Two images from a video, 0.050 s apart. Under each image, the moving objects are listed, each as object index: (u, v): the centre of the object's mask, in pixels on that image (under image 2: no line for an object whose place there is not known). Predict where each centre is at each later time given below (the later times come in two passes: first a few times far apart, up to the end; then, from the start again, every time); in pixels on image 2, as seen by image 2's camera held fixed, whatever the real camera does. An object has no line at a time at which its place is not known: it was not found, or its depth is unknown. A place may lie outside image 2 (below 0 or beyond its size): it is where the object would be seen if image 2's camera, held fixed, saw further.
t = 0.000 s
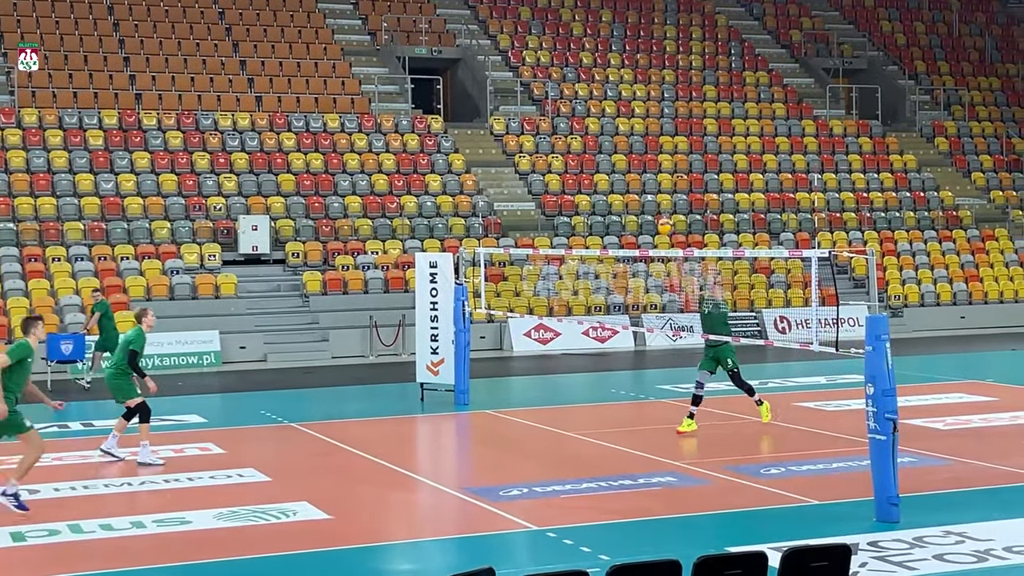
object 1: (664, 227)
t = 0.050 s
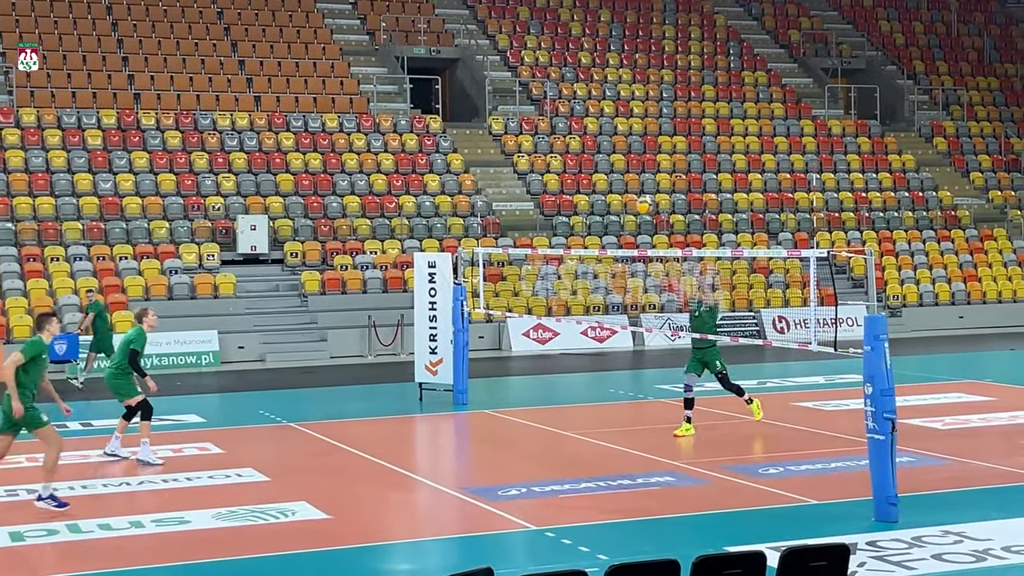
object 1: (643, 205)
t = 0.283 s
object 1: (546, 129)
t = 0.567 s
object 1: (423, 88)
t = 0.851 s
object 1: (291, 112)
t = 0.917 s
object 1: (258, 128)
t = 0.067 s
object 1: (636, 198)
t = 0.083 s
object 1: (630, 192)
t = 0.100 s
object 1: (622, 186)
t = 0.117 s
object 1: (616, 180)
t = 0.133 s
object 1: (609, 174)
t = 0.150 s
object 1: (602, 168)
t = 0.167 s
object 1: (596, 163)
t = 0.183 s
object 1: (588, 158)
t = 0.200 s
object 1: (581, 150)
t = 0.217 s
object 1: (575, 146)
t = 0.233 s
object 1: (568, 142)
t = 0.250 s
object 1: (560, 137)
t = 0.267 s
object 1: (553, 132)
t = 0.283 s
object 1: (546, 129)
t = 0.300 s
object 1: (540, 125)
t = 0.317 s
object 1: (532, 121)
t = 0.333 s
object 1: (526, 119)
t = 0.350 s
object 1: (518, 113)
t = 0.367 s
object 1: (510, 110)
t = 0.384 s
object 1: (503, 107)
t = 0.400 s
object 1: (496, 105)
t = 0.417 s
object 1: (489, 102)
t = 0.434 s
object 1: (482, 100)
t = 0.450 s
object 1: (474, 97)
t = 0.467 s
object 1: (467, 95)
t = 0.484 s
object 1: (460, 93)
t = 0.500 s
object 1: (452, 92)
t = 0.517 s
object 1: (445, 90)
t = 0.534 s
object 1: (438, 89)
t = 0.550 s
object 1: (430, 88)
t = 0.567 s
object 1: (423, 88)
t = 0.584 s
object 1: (415, 87)
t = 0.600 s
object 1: (408, 86)
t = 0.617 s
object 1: (400, 86)
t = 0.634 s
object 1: (393, 87)
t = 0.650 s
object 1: (385, 88)
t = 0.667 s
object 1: (378, 88)
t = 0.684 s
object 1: (370, 89)
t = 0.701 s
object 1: (362, 90)
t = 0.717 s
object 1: (354, 92)
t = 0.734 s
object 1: (347, 93)
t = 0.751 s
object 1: (339, 95)
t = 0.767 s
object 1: (331, 97)
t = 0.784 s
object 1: (323, 101)
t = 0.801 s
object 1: (314, 102)
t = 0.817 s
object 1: (307, 105)
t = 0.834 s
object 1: (299, 108)
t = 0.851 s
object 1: (291, 112)
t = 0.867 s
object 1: (282, 116)
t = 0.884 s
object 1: (275, 120)
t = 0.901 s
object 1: (265, 123)
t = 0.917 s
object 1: (258, 128)
